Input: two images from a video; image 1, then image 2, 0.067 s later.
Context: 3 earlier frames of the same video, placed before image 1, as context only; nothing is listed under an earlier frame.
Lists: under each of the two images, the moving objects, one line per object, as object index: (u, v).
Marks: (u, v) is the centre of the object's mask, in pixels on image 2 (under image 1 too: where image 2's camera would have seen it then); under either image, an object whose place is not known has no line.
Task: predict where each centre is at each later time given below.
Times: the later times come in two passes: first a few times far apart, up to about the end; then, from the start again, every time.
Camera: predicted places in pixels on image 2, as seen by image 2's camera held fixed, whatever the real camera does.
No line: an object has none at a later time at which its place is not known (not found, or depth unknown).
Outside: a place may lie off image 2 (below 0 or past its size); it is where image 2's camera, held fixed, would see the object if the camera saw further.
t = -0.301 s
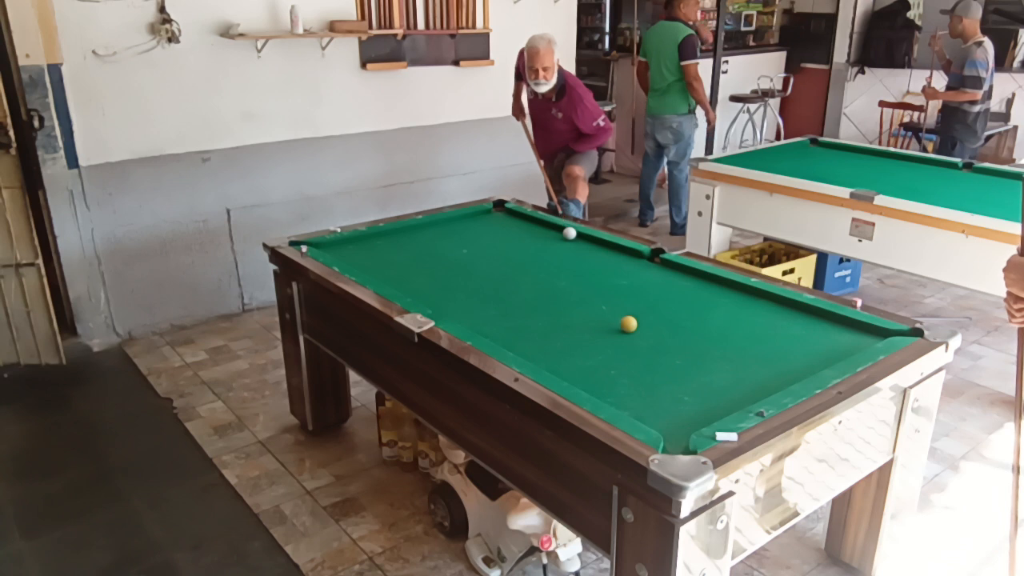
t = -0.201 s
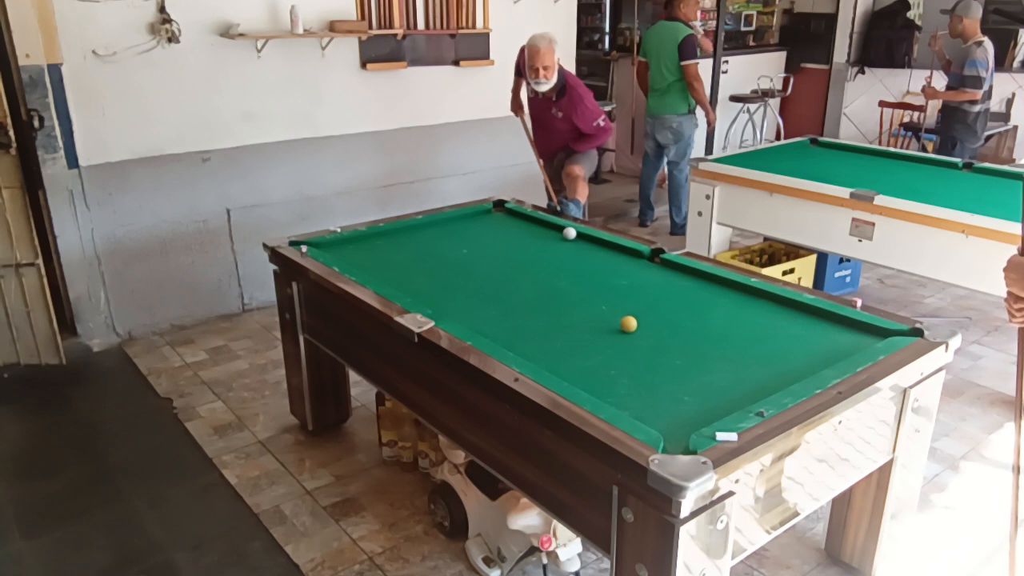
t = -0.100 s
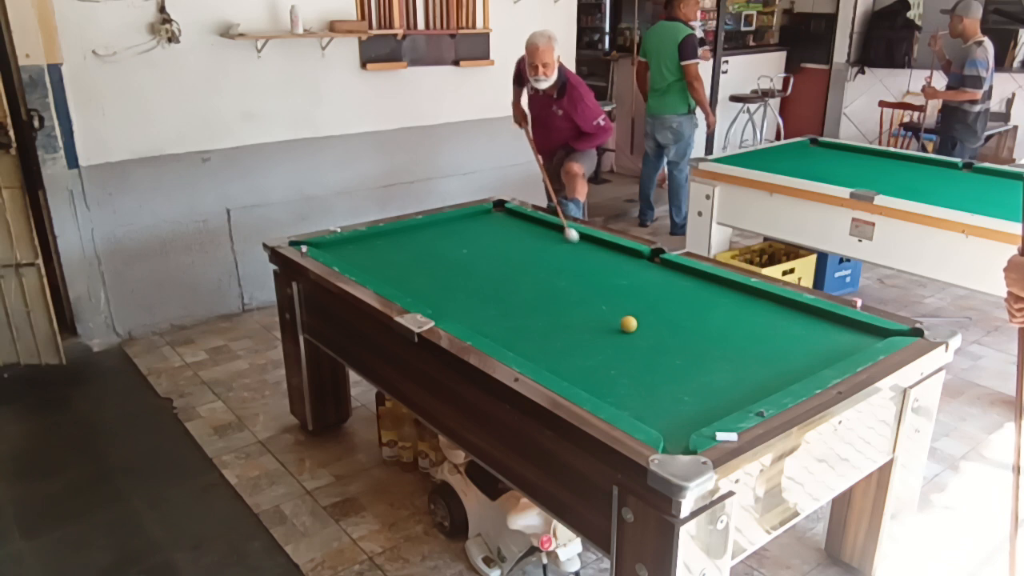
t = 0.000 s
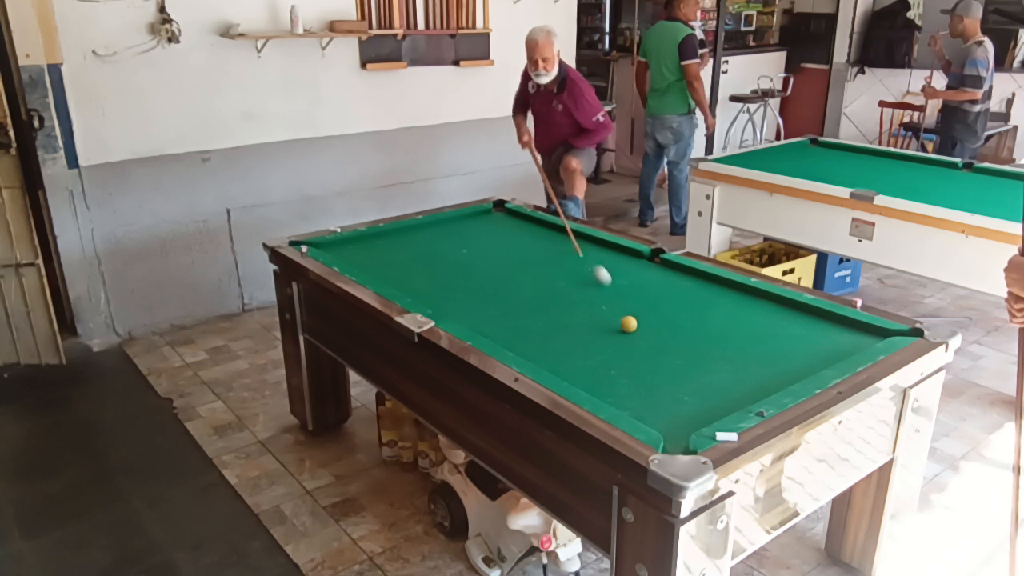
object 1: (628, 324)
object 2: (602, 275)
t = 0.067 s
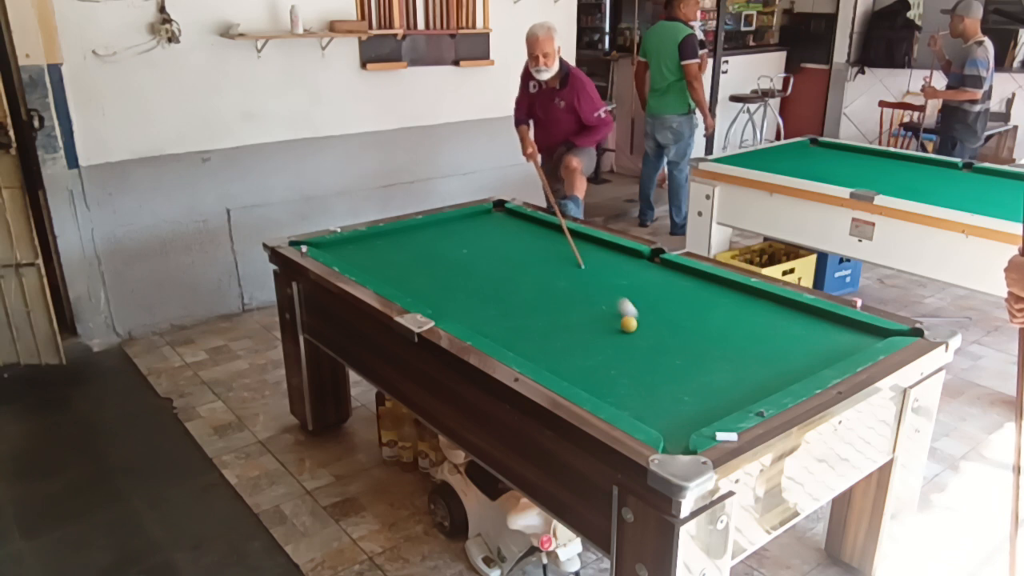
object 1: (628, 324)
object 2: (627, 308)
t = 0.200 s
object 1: (626, 401)
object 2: (696, 337)
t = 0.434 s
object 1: (764, 348)
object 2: (804, 370)
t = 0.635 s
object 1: (758, 296)
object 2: (746, 346)
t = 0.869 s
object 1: (612, 292)
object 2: (696, 321)
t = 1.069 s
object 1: (507, 285)
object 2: (659, 303)
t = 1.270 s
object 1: (408, 279)
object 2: (626, 287)
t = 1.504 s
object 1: (381, 261)
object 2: (593, 271)
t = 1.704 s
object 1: (380, 244)
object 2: (568, 258)
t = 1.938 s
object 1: (391, 235)
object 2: (542, 246)
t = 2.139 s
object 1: (418, 238)
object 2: (522, 236)
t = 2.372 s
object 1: (448, 242)
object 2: (501, 226)
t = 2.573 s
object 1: (474, 245)
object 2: (485, 218)
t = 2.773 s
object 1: (499, 248)
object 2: (479, 214)
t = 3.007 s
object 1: (528, 252)
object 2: (497, 219)
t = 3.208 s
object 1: (552, 255)
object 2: (511, 222)
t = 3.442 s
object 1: (580, 258)
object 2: (528, 227)
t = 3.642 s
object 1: (604, 261)
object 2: (542, 231)
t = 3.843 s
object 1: (627, 264)
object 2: (555, 234)
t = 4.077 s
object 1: (653, 266)
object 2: (571, 239)
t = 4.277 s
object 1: (675, 269)
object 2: (584, 243)
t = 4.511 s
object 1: (691, 274)
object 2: (598, 247)
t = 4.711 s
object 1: (699, 278)
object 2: (610, 250)
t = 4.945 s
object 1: (707, 284)
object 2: (624, 255)
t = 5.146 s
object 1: (714, 288)
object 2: (635, 258)
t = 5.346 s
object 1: (721, 293)
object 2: (645, 261)
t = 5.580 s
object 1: (728, 297)
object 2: (657, 265)
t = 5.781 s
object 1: (735, 301)
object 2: (667, 268)
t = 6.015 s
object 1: (742, 305)
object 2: (677, 271)
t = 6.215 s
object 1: (747, 307)
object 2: (686, 273)
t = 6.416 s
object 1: (752, 310)
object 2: (694, 275)
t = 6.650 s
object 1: (757, 312)
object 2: (702, 277)
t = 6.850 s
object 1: (760, 314)
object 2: (708, 279)
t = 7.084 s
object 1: (764, 315)
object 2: (714, 281)
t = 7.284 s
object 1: (766, 316)
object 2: (719, 282)
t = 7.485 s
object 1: (766, 316)
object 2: (721, 284)
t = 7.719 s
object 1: (767, 317)
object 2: (724, 285)
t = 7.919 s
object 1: (767, 317)
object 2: (725, 285)
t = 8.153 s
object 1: (767, 317)
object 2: (726, 285)
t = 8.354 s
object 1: (767, 317)
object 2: (726, 285)
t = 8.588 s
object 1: (767, 317)
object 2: (726, 285)
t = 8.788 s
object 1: (767, 317)
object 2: (727, 285)
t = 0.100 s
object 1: (625, 336)
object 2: (643, 319)
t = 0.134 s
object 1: (619, 359)
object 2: (662, 326)
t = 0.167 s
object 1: (612, 385)
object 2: (679, 332)
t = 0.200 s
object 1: (626, 401)
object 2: (696, 337)
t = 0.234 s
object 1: (668, 401)
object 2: (713, 343)
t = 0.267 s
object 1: (711, 400)
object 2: (729, 348)
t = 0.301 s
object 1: (751, 397)
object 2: (745, 353)
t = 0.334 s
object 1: (759, 385)
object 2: (761, 359)
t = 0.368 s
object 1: (760, 372)
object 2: (779, 364)
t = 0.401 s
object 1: (762, 359)
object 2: (794, 369)
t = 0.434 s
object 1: (764, 348)
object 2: (804, 370)
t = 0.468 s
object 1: (765, 337)
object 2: (793, 366)
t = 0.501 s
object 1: (767, 327)
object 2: (781, 362)
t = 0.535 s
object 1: (768, 318)
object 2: (771, 358)
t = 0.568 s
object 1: (769, 309)
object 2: (762, 354)
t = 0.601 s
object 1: (771, 301)
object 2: (754, 350)
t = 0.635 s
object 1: (758, 296)
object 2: (746, 346)
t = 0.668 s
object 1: (735, 297)
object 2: (739, 342)
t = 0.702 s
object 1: (712, 296)
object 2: (731, 338)
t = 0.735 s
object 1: (690, 296)
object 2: (724, 334)
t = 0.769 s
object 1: (669, 295)
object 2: (716, 331)
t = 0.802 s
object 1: (650, 294)
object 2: (709, 328)
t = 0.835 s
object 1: (631, 293)
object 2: (702, 324)
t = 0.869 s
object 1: (612, 292)
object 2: (696, 321)
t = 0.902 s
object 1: (595, 291)
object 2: (689, 318)
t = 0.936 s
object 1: (577, 290)
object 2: (682, 315)
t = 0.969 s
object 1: (559, 289)
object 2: (676, 312)
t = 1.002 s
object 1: (541, 288)
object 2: (670, 309)
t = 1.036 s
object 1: (524, 286)
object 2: (664, 306)
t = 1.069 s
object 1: (507, 285)
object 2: (659, 303)
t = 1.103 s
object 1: (490, 285)
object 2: (653, 300)
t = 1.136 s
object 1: (474, 283)
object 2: (647, 297)
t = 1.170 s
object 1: (457, 283)
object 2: (642, 295)
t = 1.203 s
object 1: (441, 281)
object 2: (636, 292)
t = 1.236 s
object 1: (425, 280)
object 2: (631, 289)
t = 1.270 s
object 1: (408, 279)
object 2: (626, 287)
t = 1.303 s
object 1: (392, 278)
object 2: (621, 285)
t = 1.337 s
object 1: (377, 276)
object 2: (617, 282)
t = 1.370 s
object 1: (375, 273)
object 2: (612, 280)
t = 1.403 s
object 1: (378, 270)
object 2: (607, 277)
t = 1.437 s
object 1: (380, 267)
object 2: (602, 275)
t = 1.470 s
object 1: (381, 264)
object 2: (598, 273)
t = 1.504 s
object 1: (381, 261)
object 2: (593, 271)
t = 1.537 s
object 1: (381, 258)
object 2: (589, 269)
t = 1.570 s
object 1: (381, 255)
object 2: (585, 267)
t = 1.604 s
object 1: (381, 252)
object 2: (581, 264)
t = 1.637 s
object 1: (381, 249)
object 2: (576, 262)
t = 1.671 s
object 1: (380, 247)
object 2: (572, 260)
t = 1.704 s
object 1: (380, 244)
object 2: (568, 258)
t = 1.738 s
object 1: (380, 242)
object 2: (564, 257)
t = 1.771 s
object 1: (380, 239)
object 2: (560, 255)
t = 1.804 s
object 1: (380, 237)
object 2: (557, 253)
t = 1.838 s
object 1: (380, 234)
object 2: (553, 251)
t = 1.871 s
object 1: (382, 233)
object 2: (549, 249)
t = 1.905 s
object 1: (387, 234)
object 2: (546, 248)
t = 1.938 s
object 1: (391, 235)
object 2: (542, 246)
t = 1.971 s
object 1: (396, 236)
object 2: (539, 244)
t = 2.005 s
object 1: (400, 236)
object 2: (535, 242)
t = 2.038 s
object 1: (405, 237)
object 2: (532, 241)
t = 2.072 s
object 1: (409, 237)
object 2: (529, 239)
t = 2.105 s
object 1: (414, 238)
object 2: (525, 238)
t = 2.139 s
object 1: (418, 238)
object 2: (522, 236)
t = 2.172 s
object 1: (422, 239)
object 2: (519, 235)
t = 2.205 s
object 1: (427, 239)
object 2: (516, 233)
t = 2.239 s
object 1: (431, 240)
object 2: (513, 232)
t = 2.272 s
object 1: (436, 240)
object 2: (510, 230)
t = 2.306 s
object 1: (440, 241)
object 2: (507, 228)
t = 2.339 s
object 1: (444, 241)
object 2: (504, 227)
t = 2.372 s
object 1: (448, 242)
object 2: (501, 226)
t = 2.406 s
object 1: (453, 243)
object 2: (498, 224)
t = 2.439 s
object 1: (457, 243)
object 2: (495, 223)
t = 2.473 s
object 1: (461, 244)
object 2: (493, 221)
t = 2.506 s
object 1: (466, 244)
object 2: (490, 220)
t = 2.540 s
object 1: (470, 245)
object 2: (487, 219)
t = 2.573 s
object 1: (474, 245)
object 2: (485, 218)
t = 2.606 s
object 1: (478, 246)
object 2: (482, 216)
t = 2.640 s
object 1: (482, 246)
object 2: (480, 215)
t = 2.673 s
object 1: (486, 247)
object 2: (477, 214)
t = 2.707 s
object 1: (491, 247)
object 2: (474, 213)
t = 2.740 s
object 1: (495, 248)
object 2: (477, 213)
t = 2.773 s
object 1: (499, 248)
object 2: (479, 214)
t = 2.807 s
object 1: (503, 249)
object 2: (482, 215)
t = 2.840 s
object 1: (507, 249)
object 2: (484, 216)
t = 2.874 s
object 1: (511, 250)
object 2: (487, 216)
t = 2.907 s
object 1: (516, 250)
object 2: (489, 217)
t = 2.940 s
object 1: (520, 251)
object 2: (492, 218)
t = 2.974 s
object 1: (524, 251)
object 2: (494, 218)
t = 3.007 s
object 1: (528, 252)
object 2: (497, 219)
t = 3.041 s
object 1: (532, 252)
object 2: (499, 219)
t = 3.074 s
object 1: (536, 253)
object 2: (502, 220)
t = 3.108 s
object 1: (540, 253)
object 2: (504, 220)
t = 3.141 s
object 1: (544, 254)
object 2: (507, 221)
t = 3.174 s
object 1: (548, 254)
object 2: (509, 222)
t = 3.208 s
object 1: (552, 255)
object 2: (511, 222)
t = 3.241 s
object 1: (556, 255)
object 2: (514, 223)
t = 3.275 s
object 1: (560, 256)
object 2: (516, 224)
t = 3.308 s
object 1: (564, 256)
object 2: (519, 224)
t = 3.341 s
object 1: (569, 257)
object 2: (521, 225)
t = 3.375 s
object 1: (572, 257)
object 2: (523, 226)
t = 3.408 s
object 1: (576, 258)
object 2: (526, 226)
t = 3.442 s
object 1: (580, 258)
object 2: (528, 227)
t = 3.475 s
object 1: (584, 259)
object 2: (530, 228)
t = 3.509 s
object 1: (588, 259)
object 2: (533, 228)
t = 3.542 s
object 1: (592, 260)
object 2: (535, 229)
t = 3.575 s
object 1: (596, 260)
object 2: (537, 229)
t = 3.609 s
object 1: (600, 260)
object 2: (540, 230)
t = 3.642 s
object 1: (604, 261)
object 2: (542, 231)
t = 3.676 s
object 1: (608, 261)
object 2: (544, 231)
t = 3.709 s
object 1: (611, 262)
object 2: (546, 232)
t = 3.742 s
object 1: (615, 262)
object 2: (549, 233)
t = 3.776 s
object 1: (619, 263)
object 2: (551, 233)
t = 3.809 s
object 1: (623, 263)
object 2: (553, 234)
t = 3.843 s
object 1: (627, 264)
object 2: (555, 234)
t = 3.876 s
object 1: (631, 264)
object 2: (558, 235)
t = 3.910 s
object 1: (634, 264)
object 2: (560, 236)
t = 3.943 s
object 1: (638, 265)
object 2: (562, 236)
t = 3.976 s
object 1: (642, 265)
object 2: (564, 237)
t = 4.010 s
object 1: (645, 266)
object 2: (567, 237)
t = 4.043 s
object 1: (649, 266)
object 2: (569, 238)
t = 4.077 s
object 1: (653, 266)
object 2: (571, 239)
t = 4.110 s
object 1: (657, 267)
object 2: (573, 239)
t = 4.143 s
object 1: (660, 267)
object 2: (575, 240)
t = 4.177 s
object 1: (664, 268)
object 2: (577, 241)
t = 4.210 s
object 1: (668, 269)
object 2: (580, 241)
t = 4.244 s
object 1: (671, 269)
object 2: (582, 242)
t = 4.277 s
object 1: (675, 269)
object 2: (584, 243)
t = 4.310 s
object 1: (679, 270)
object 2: (586, 243)
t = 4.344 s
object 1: (682, 270)
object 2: (588, 244)
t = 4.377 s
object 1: (686, 270)
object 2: (590, 244)
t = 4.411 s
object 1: (687, 271)
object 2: (592, 245)
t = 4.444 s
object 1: (689, 272)
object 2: (594, 246)
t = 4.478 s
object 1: (690, 273)
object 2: (596, 246)
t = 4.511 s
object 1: (691, 274)
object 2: (598, 247)
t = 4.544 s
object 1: (692, 274)
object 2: (600, 247)
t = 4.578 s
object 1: (694, 275)
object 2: (602, 248)
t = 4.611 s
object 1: (695, 276)
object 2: (604, 249)
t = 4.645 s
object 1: (696, 277)
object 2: (606, 249)
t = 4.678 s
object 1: (697, 278)
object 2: (608, 250)
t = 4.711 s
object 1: (699, 278)
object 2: (610, 250)
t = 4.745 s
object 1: (700, 279)
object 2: (612, 251)
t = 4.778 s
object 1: (701, 280)
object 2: (614, 252)
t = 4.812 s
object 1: (702, 281)
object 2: (616, 252)
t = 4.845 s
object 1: (704, 281)
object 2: (618, 253)
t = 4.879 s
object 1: (705, 282)
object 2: (620, 253)
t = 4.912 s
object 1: (706, 283)
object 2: (622, 254)
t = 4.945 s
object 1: (707, 284)
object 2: (624, 255)
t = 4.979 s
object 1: (708, 285)
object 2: (626, 255)
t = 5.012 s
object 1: (709, 285)
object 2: (627, 256)
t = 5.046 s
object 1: (710, 286)
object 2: (629, 256)
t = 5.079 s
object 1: (711, 287)
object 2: (631, 257)
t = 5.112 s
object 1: (713, 287)
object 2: (633, 258)
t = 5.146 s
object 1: (714, 288)
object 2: (635, 258)
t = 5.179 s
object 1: (715, 289)
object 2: (636, 258)
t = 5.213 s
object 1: (716, 290)
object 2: (638, 259)
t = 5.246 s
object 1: (717, 290)
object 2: (640, 260)
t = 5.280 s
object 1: (718, 291)
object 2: (642, 260)
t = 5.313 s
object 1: (719, 292)
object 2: (643, 261)
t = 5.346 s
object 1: (721, 293)
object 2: (645, 261)
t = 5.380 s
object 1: (722, 293)
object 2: (647, 262)
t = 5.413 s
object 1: (723, 294)
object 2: (648, 262)
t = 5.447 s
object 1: (724, 295)
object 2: (650, 263)
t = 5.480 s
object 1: (725, 295)
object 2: (652, 263)
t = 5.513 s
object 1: (726, 296)
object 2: (654, 264)
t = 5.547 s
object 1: (727, 297)
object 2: (655, 264)
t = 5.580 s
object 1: (728, 297)
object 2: (657, 265)
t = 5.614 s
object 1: (729, 298)
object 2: (658, 265)
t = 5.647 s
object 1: (731, 298)
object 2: (660, 266)
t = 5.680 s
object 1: (731, 299)
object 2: (662, 266)
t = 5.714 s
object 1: (732, 300)
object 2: (664, 267)
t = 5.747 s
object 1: (734, 300)
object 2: (665, 267)
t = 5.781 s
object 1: (735, 301)
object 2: (667, 268)
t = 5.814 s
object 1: (736, 301)
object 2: (668, 268)
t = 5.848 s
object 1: (737, 302)
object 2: (670, 269)
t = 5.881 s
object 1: (738, 302)
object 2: (671, 269)
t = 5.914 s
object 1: (739, 303)
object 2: (673, 269)
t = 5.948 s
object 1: (740, 303)
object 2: (674, 270)
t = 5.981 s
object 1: (741, 304)
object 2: (676, 270)
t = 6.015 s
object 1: (742, 305)
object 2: (677, 271)
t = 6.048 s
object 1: (743, 305)
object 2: (679, 271)
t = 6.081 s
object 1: (744, 305)
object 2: (680, 271)
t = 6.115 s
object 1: (745, 306)
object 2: (682, 272)
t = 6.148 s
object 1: (746, 306)
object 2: (683, 272)
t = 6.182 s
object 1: (747, 307)
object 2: (685, 273)
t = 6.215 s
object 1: (747, 307)
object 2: (686, 273)
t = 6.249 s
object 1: (748, 308)
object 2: (687, 273)
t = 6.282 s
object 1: (749, 308)
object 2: (688, 274)
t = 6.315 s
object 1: (750, 309)
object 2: (690, 274)
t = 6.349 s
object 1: (751, 309)
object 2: (691, 274)
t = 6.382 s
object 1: (752, 309)
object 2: (693, 275)
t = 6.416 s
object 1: (752, 310)
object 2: (694, 275)
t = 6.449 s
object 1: (753, 310)
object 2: (695, 275)
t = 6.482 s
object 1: (754, 311)
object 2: (696, 276)
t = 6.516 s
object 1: (754, 311)
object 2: (697, 276)
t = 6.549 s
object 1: (755, 311)
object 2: (699, 276)
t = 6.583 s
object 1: (756, 312)
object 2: (700, 277)
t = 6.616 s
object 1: (756, 312)
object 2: (701, 277)
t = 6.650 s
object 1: (757, 312)
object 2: (702, 277)
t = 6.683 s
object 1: (757, 313)
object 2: (703, 278)
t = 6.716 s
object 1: (758, 313)
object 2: (704, 278)
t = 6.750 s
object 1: (759, 313)
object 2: (705, 278)
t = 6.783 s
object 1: (759, 314)
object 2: (707, 279)
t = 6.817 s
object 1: (760, 314)
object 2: (707, 279)
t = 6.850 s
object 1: (760, 314)
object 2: (708, 279)
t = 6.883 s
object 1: (761, 314)
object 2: (709, 279)
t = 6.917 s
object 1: (761, 315)
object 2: (710, 280)
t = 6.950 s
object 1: (762, 315)
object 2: (711, 280)
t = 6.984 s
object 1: (762, 315)
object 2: (712, 280)
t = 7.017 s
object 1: (763, 315)
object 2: (713, 280)
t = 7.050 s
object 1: (763, 315)
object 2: (714, 281)
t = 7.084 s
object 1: (764, 315)
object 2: (714, 281)
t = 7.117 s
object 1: (764, 315)
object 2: (715, 281)
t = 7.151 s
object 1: (765, 315)
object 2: (716, 281)
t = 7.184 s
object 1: (765, 316)
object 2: (717, 282)
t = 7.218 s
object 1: (765, 316)
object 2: (717, 282)
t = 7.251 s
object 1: (765, 316)
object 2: (718, 282)
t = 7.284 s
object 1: (766, 316)
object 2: (719, 282)
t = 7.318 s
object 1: (766, 316)
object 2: (719, 283)
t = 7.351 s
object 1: (766, 316)
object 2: (720, 283)
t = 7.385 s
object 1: (766, 316)
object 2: (720, 283)
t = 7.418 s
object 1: (766, 316)
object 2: (721, 283)
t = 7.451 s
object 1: (766, 316)
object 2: (721, 283)
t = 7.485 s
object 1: (766, 316)
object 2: (721, 284)
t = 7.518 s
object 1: (766, 316)
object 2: (722, 284)
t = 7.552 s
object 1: (766, 316)
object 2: (722, 284)
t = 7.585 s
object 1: (766, 317)
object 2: (723, 284)
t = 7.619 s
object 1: (766, 317)
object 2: (723, 284)
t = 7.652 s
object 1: (766, 317)
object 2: (723, 284)
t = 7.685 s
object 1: (766, 317)
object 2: (724, 285)
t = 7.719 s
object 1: (767, 317)
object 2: (724, 285)
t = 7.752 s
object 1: (767, 317)
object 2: (724, 285)
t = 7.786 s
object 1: (767, 317)
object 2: (724, 285)
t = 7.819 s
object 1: (767, 317)
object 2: (725, 285)
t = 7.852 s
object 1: (767, 317)
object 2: (725, 285)
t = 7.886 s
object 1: (767, 317)
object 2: (725, 285)
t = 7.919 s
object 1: (767, 317)
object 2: (725, 285)
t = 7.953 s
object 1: (767, 317)
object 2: (726, 285)
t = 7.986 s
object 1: (767, 317)
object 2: (726, 285)
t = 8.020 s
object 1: (767, 317)
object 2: (726, 285)
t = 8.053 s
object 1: (767, 317)
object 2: (726, 285)
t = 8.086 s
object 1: (767, 317)
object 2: (726, 285)
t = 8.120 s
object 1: (767, 317)
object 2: (726, 285)
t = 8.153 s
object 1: (767, 317)
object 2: (726, 285)
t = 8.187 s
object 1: (767, 317)
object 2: (726, 285)
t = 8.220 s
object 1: (767, 317)
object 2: (726, 285)
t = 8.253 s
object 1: (767, 317)
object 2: (726, 285)
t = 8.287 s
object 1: (767, 317)
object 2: (726, 285)
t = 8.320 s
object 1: (767, 317)
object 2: (726, 285)
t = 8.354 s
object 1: (767, 317)
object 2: (726, 285)
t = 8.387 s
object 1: (767, 317)
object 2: (726, 285)
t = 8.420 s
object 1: (767, 317)
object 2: (726, 285)
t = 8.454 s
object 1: (767, 317)
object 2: (726, 285)
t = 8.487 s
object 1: (767, 317)
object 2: (726, 285)
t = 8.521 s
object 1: (767, 317)
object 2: (726, 285)
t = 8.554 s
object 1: (767, 317)
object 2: (726, 285)
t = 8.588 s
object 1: (767, 317)
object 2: (726, 285)
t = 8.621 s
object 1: (767, 317)
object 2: (726, 285)
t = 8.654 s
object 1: (767, 317)
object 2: (726, 285)
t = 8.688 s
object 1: (767, 317)
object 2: (726, 285)
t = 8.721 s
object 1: (767, 317)
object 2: (726, 285)
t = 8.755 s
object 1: (767, 317)
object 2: (727, 285)
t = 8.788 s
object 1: (767, 317)
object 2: (727, 285)
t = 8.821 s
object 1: (767, 317)
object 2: (726, 285)
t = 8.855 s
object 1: (767, 317)
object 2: (726, 285)
